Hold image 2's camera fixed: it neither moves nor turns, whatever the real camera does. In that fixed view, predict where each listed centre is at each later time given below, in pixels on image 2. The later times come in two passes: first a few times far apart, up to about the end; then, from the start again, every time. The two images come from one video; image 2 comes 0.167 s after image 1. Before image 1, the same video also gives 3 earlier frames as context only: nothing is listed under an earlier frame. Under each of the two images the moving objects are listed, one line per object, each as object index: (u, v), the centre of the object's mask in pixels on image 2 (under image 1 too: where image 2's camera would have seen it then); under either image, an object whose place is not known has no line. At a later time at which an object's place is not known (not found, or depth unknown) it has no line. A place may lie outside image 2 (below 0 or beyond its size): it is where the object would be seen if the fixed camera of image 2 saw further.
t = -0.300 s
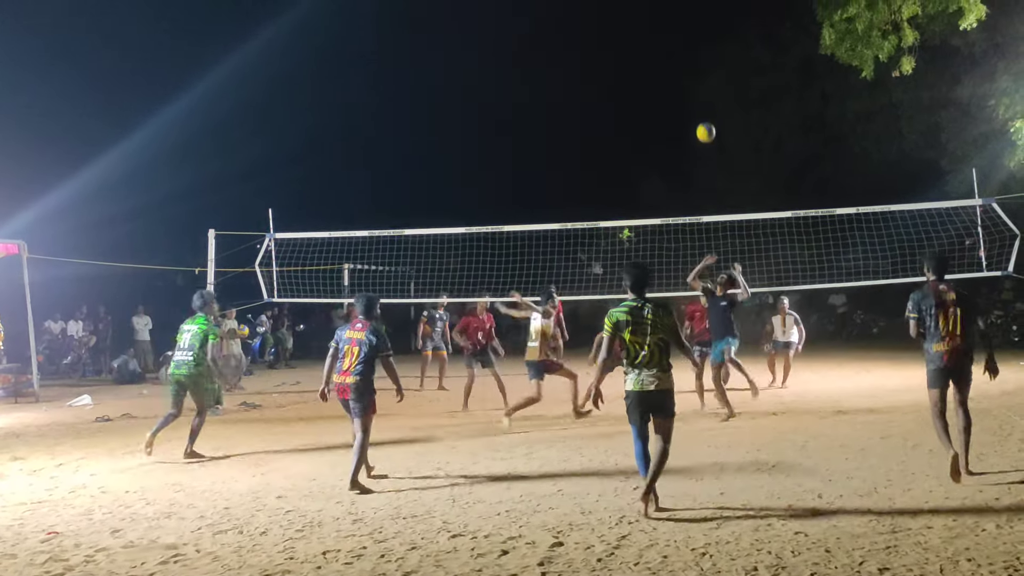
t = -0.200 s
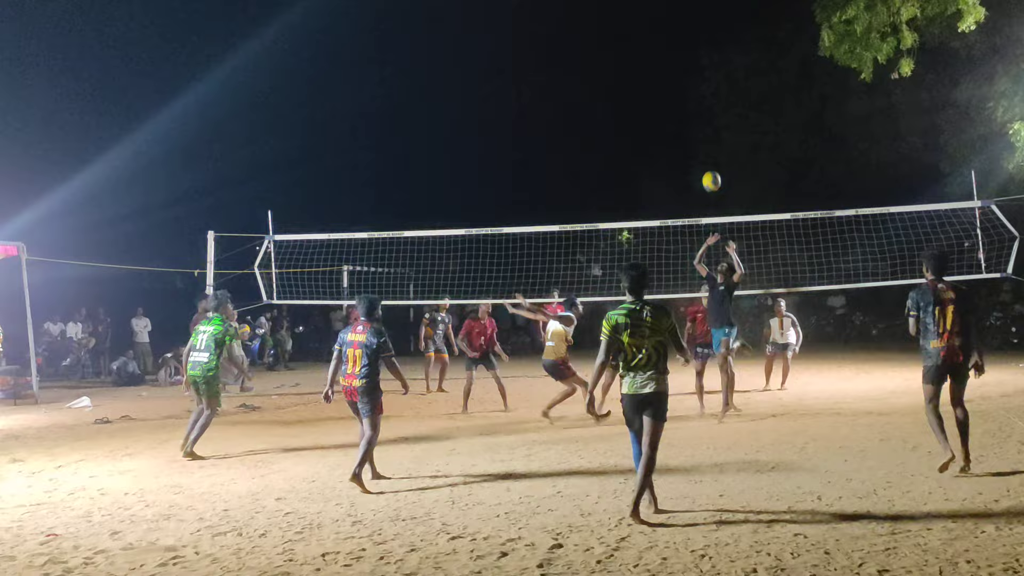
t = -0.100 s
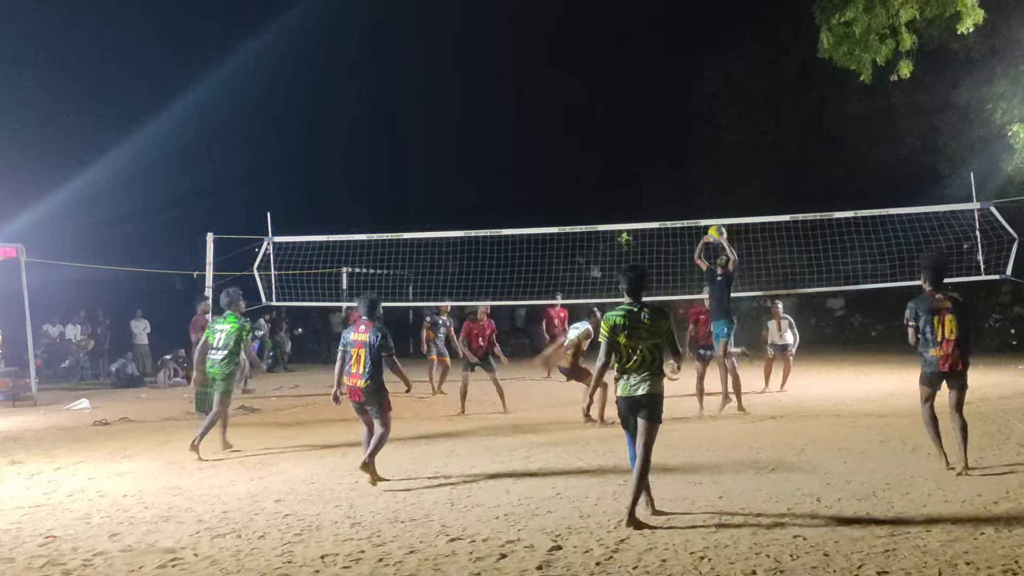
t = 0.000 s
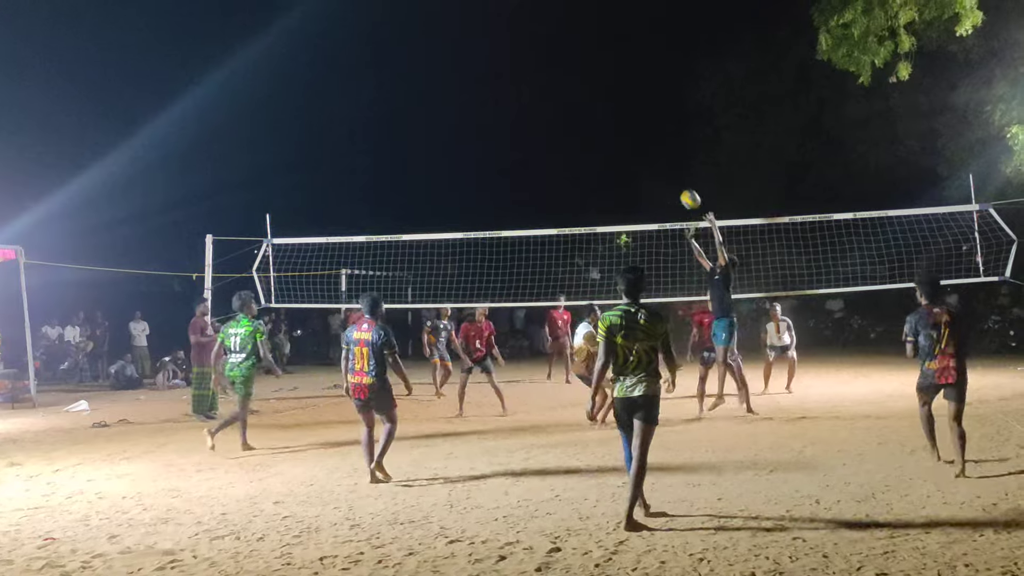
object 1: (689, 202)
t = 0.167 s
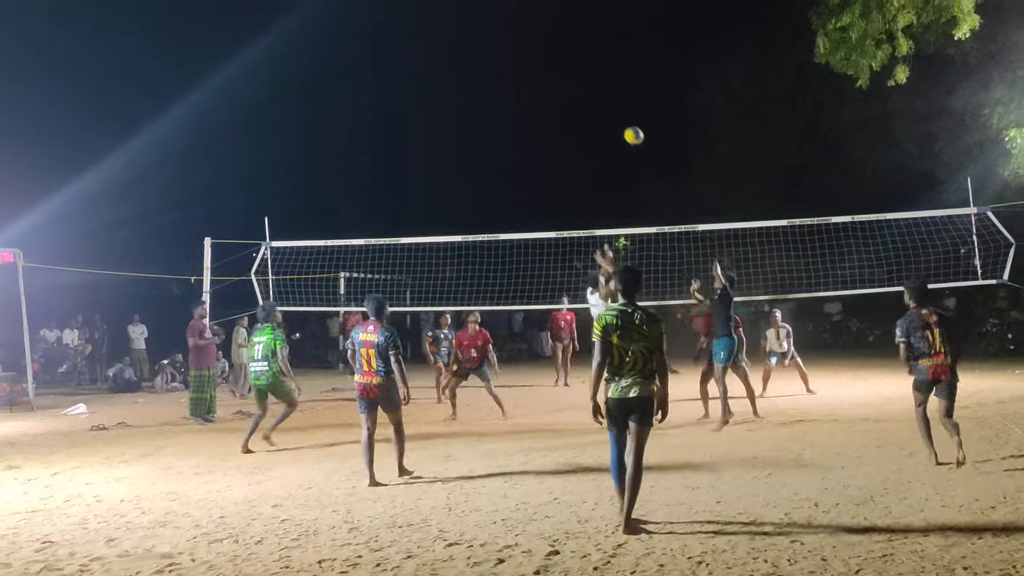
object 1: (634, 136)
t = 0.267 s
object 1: (602, 107)
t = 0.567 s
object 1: (513, 69)
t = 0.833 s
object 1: (440, 98)
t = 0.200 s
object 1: (623, 125)
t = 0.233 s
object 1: (612, 116)
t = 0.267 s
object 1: (602, 107)
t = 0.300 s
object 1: (591, 99)
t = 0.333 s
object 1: (581, 93)
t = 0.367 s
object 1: (571, 87)
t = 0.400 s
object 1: (561, 82)
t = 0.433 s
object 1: (551, 77)
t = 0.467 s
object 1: (542, 74)
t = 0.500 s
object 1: (532, 72)
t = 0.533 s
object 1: (522, 70)
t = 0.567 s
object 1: (513, 69)
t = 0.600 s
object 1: (503, 70)
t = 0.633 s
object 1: (494, 71)
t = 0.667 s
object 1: (484, 73)
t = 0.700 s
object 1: (475, 76)
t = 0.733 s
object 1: (466, 80)
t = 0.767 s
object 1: (457, 85)
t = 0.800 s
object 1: (448, 91)
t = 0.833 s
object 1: (440, 98)
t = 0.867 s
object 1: (431, 105)
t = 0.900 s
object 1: (422, 114)
